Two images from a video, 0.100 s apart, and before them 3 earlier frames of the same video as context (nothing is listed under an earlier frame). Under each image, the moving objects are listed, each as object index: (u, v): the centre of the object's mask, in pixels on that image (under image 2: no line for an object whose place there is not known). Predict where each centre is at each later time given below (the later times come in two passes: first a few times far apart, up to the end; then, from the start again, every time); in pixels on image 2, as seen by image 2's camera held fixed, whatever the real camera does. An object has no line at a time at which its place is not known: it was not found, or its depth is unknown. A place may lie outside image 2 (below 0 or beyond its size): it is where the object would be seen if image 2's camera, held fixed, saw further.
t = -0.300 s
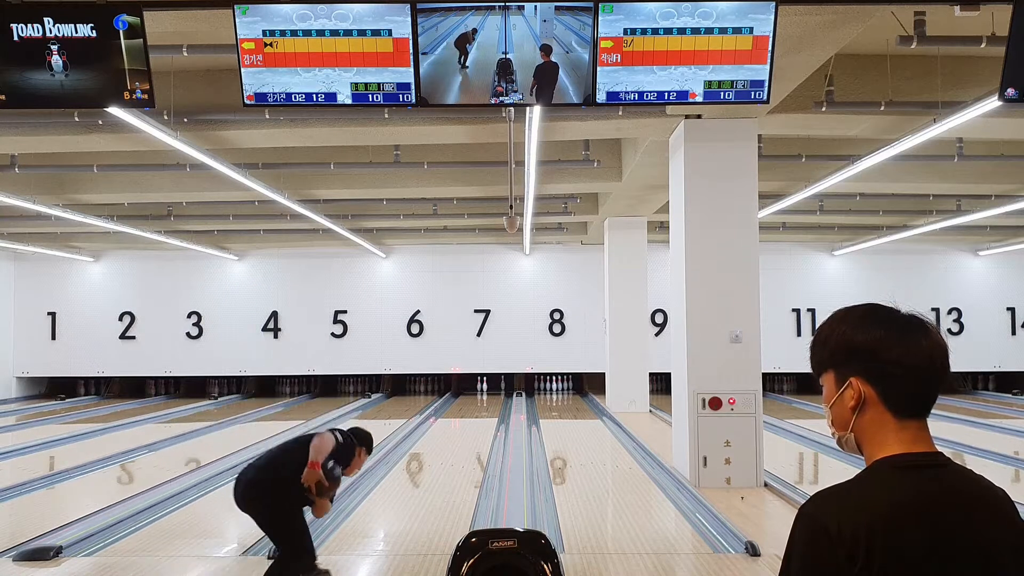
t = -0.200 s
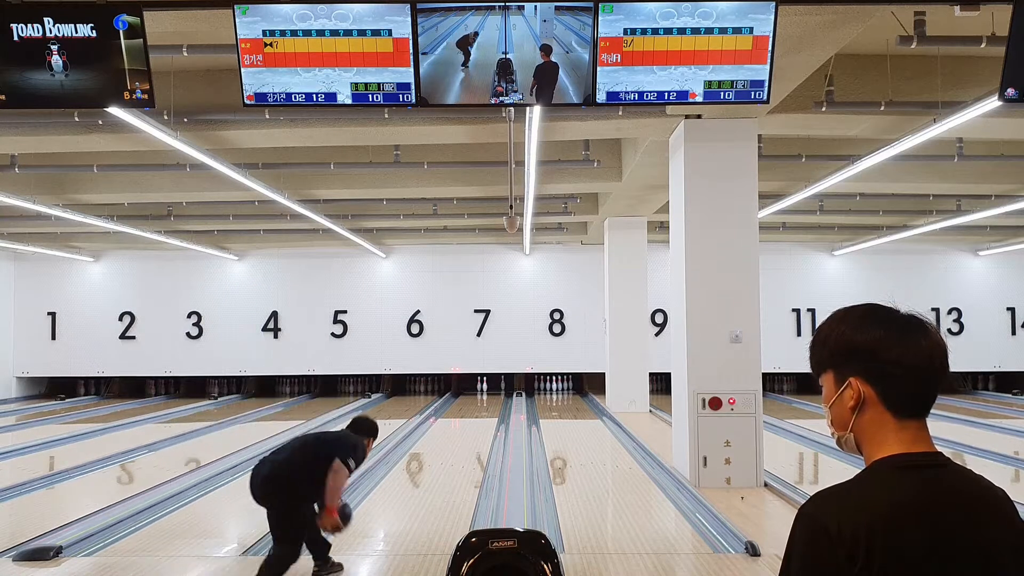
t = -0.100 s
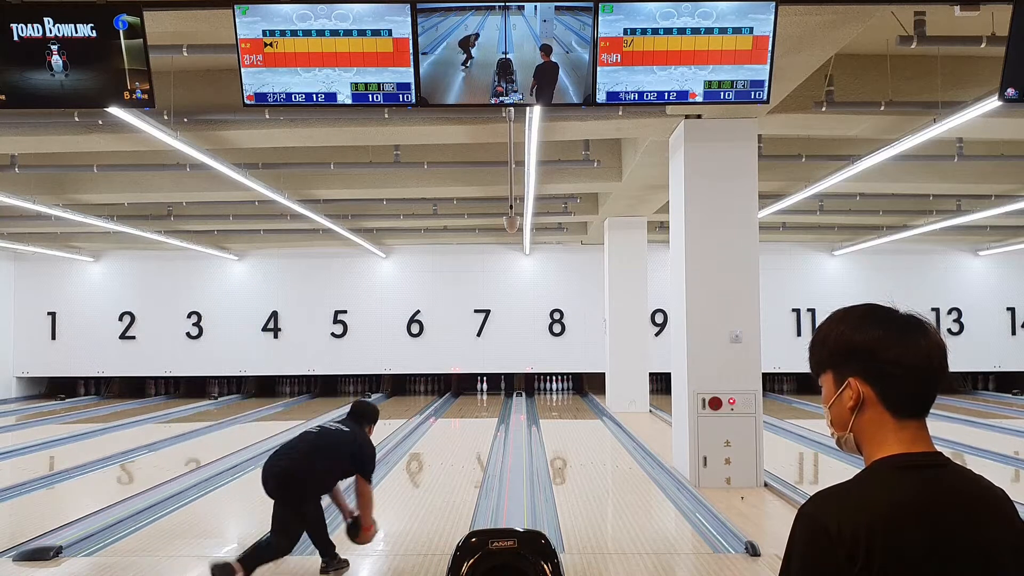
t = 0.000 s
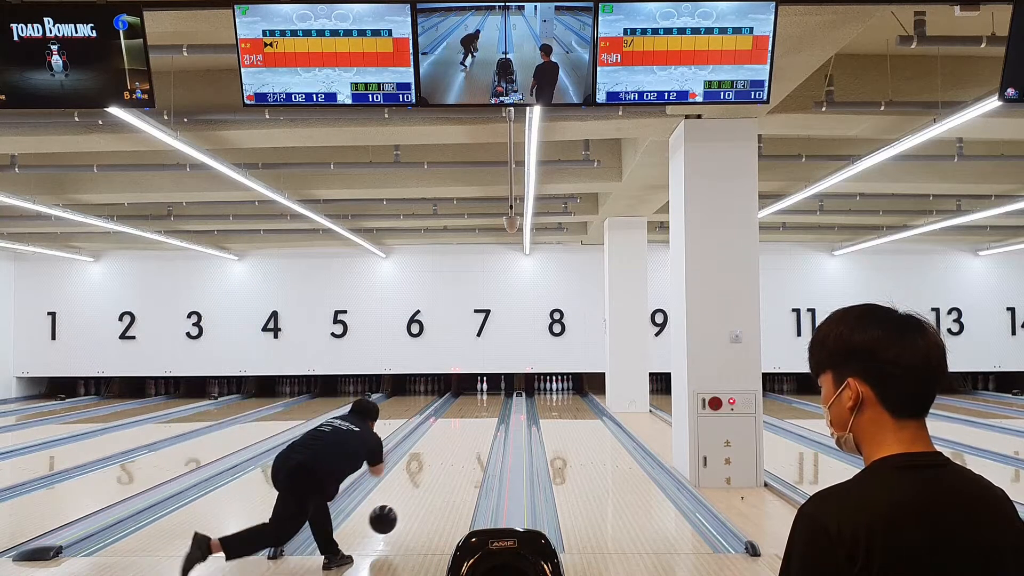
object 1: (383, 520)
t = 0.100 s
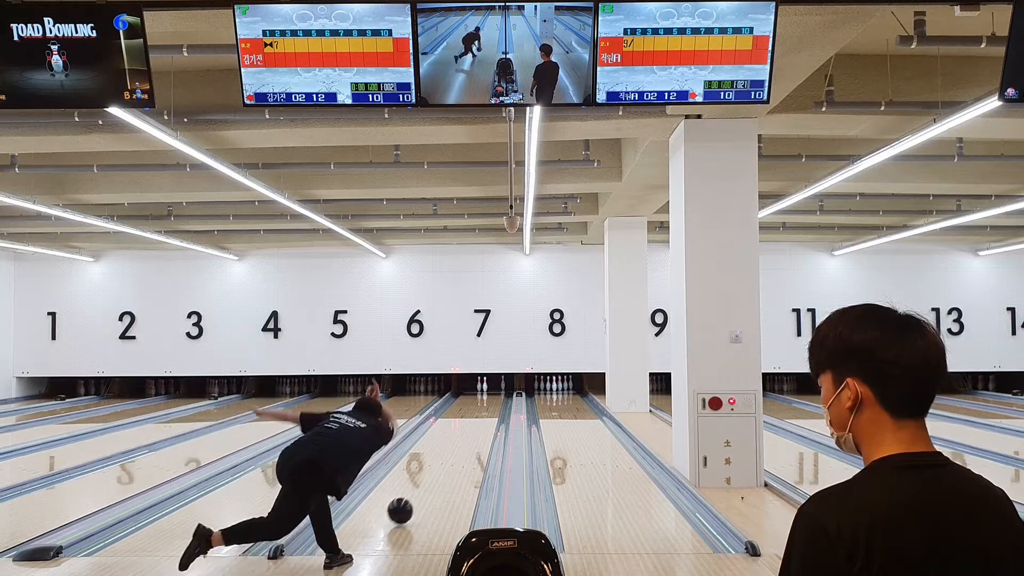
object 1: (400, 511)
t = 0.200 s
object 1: (414, 496)
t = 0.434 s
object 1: (439, 468)
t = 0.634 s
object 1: (454, 451)
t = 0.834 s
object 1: (465, 438)
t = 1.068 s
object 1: (475, 426)
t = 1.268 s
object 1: (481, 417)
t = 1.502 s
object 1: (485, 410)
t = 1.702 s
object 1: (488, 404)
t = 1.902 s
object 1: (489, 399)
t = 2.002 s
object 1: (490, 397)
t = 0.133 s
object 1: (405, 506)
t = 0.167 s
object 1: (410, 501)
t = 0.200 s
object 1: (414, 496)
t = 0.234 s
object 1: (418, 491)
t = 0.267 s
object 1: (422, 487)
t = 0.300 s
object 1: (426, 482)
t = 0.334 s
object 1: (429, 479)
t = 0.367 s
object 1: (433, 475)
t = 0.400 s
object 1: (436, 472)
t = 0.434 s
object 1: (439, 468)
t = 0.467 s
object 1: (442, 465)
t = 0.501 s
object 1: (445, 462)
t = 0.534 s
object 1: (447, 459)
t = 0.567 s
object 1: (450, 457)
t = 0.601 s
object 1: (452, 454)
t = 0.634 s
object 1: (454, 451)
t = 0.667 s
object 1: (456, 449)
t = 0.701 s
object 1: (458, 447)
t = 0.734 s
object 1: (460, 444)
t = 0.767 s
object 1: (462, 442)
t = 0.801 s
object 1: (464, 440)
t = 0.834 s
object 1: (465, 438)
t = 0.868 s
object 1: (467, 436)
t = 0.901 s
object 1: (468, 434)
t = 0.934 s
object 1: (470, 432)
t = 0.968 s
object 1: (471, 431)
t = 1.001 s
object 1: (472, 429)
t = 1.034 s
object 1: (474, 427)
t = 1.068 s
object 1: (475, 426)
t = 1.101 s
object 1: (476, 424)
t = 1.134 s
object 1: (477, 423)
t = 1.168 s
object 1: (478, 421)
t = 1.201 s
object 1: (479, 420)
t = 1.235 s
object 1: (480, 418)
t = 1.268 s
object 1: (481, 417)
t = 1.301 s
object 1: (481, 416)
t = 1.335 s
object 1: (482, 415)
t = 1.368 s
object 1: (483, 414)
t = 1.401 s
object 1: (483, 413)
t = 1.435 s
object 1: (484, 412)
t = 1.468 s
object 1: (485, 411)
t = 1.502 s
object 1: (485, 410)
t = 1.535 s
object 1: (486, 409)
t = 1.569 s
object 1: (486, 408)
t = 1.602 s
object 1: (487, 407)
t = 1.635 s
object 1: (487, 406)
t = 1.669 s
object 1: (488, 405)
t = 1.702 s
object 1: (488, 404)
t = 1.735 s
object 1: (488, 403)
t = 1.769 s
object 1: (489, 402)
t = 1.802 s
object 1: (489, 402)
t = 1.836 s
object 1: (489, 401)
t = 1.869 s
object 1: (489, 400)
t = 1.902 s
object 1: (489, 399)
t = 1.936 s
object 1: (490, 398)
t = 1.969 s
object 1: (490, 398)
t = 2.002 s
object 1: (490, 397)
